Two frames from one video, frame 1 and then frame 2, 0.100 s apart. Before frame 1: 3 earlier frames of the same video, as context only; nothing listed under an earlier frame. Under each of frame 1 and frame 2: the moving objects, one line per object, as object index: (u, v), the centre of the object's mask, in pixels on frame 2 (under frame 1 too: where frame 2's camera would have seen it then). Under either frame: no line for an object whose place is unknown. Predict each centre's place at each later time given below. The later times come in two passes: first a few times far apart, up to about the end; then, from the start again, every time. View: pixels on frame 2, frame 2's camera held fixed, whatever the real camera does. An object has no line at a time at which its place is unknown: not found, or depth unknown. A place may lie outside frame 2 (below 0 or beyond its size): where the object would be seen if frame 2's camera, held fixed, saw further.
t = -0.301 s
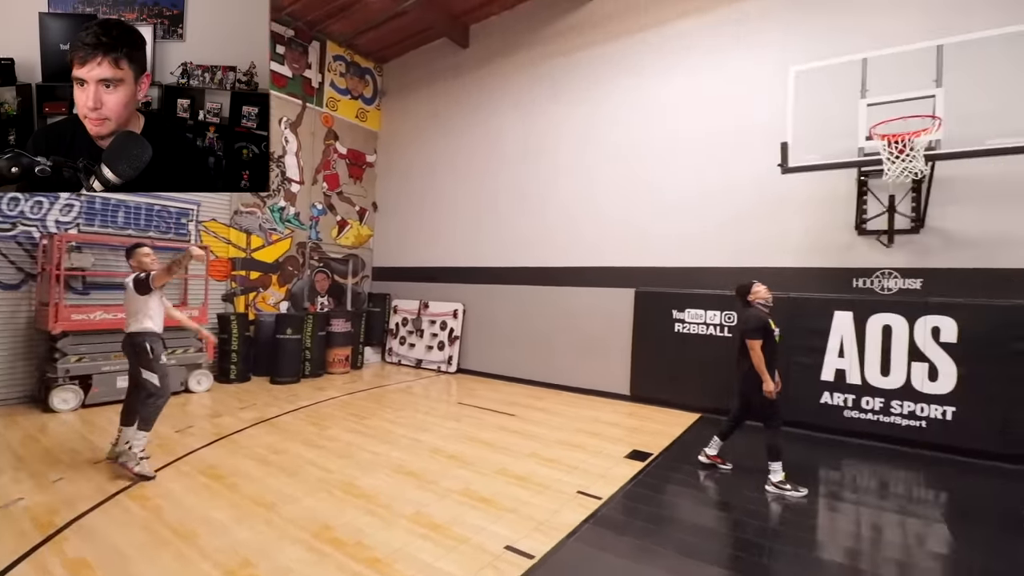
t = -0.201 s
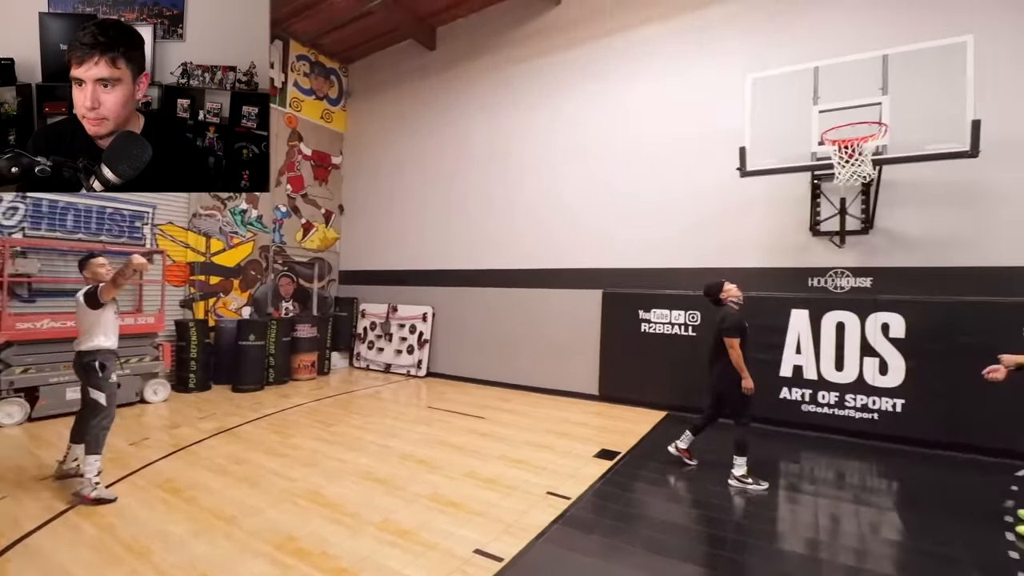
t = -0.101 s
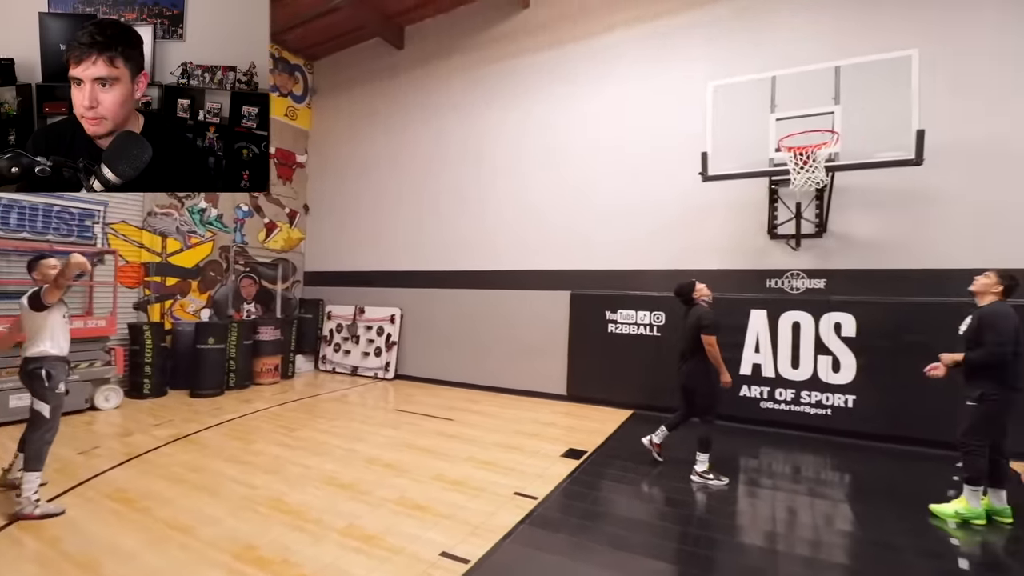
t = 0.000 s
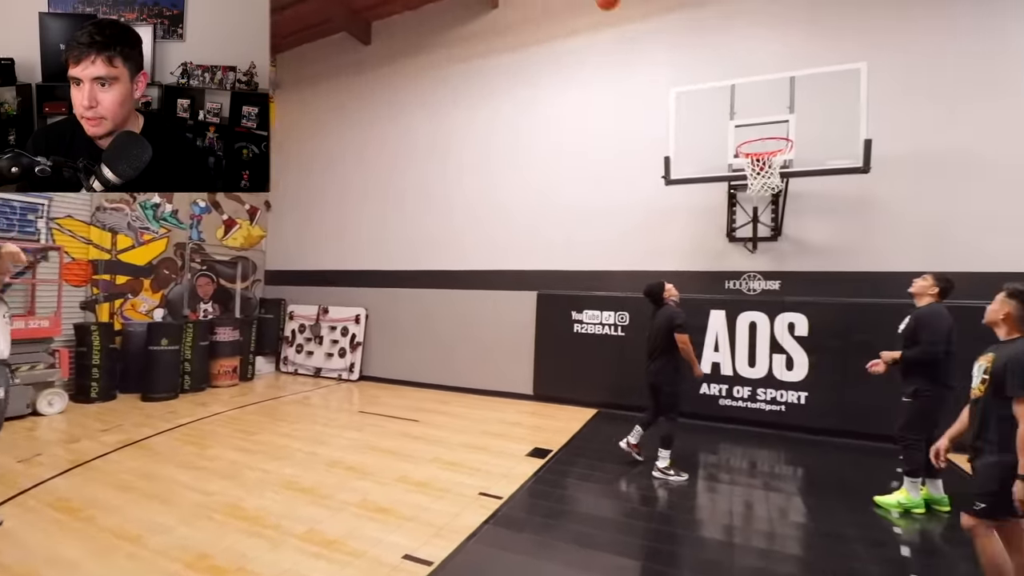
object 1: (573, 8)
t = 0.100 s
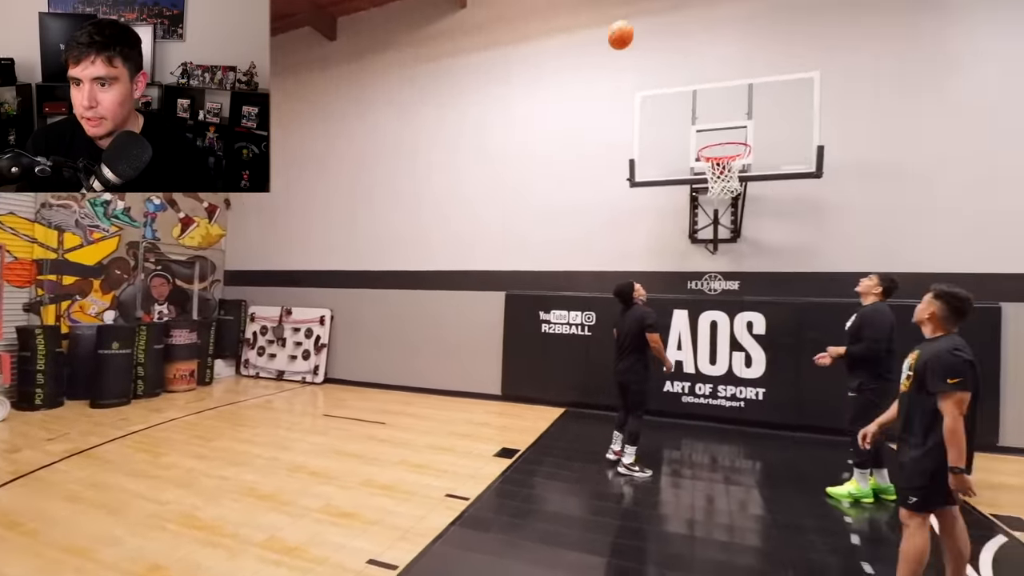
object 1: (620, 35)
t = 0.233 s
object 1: (677, 97)
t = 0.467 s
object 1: (722, 102)
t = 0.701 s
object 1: (745, 92)
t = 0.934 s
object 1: (769, 136)
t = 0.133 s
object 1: (635, 49)
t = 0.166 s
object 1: (649, 64)
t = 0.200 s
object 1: (663, 81)
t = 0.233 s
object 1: (677, 97)
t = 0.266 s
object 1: (690, 115)
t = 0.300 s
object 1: (703, 133)
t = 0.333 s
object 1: (708, 132)
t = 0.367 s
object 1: (712, 122)
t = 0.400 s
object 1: (715, 115)
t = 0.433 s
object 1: (718, 108)
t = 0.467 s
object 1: (722, 102)
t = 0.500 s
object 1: (725, 97)
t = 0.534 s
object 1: (728, 94)
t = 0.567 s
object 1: (732, 91)
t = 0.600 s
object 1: (736, 90)
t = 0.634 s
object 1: (739, 89)
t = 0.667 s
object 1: (742, 90)
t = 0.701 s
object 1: (745, 92)
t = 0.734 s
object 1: (749, 95)
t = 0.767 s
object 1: (752, 99)
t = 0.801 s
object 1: (755, 104)
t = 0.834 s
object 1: (758, 110)
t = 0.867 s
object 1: (762, 118)
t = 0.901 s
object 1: (766, 126)
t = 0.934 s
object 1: (769, 136)
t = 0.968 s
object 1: (773, 147)
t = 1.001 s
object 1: (776, 159)
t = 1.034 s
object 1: (780, 172)
